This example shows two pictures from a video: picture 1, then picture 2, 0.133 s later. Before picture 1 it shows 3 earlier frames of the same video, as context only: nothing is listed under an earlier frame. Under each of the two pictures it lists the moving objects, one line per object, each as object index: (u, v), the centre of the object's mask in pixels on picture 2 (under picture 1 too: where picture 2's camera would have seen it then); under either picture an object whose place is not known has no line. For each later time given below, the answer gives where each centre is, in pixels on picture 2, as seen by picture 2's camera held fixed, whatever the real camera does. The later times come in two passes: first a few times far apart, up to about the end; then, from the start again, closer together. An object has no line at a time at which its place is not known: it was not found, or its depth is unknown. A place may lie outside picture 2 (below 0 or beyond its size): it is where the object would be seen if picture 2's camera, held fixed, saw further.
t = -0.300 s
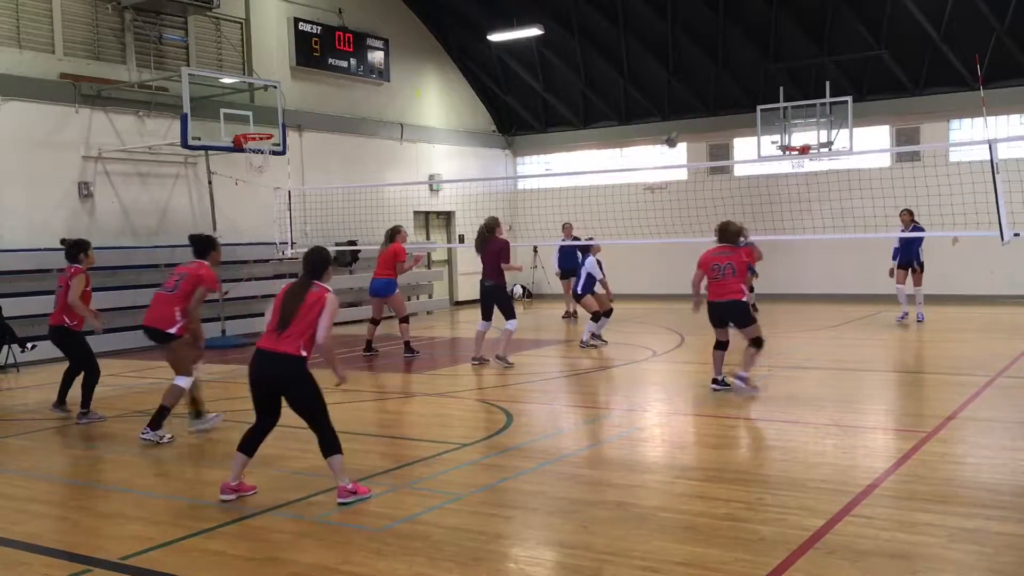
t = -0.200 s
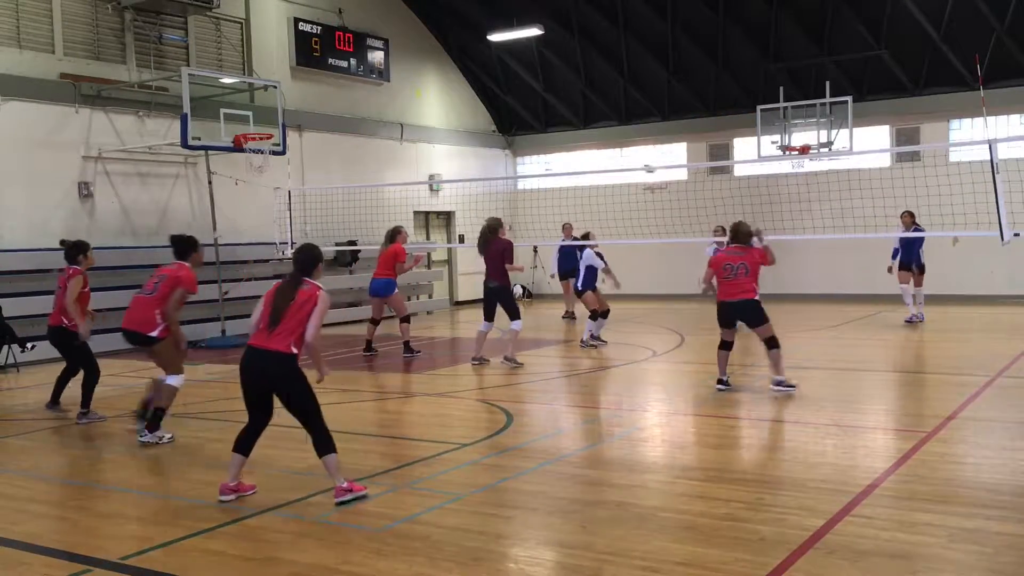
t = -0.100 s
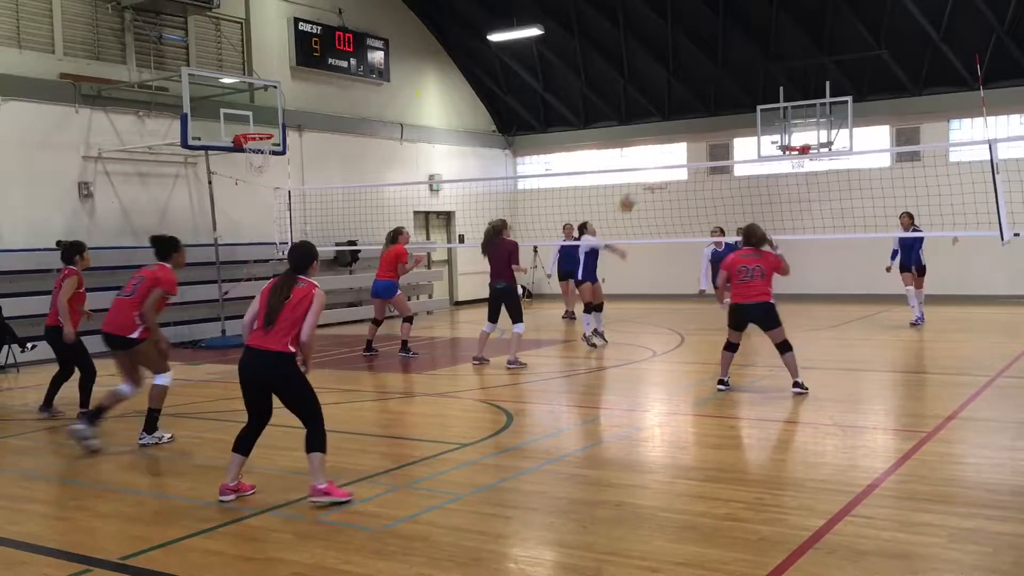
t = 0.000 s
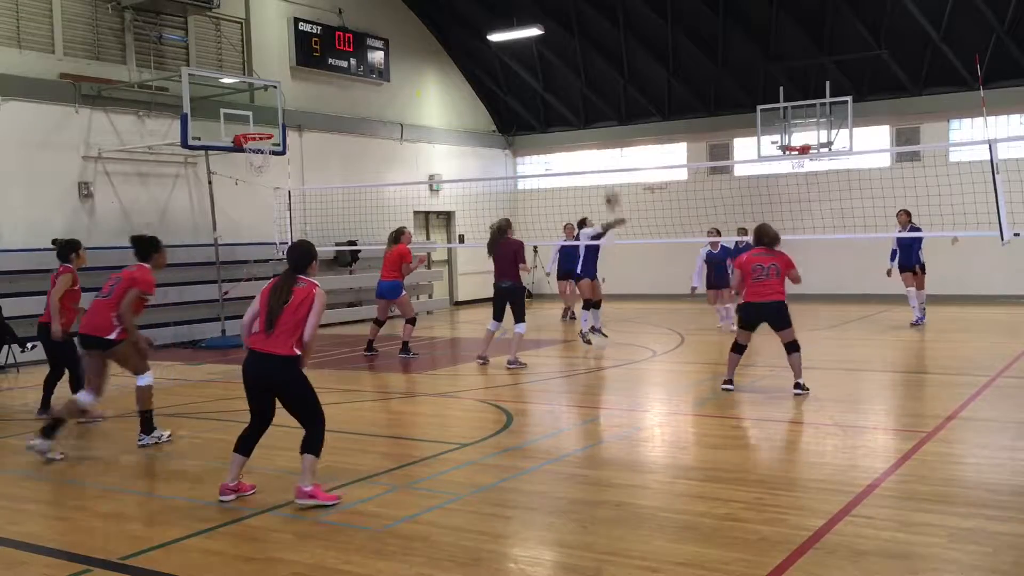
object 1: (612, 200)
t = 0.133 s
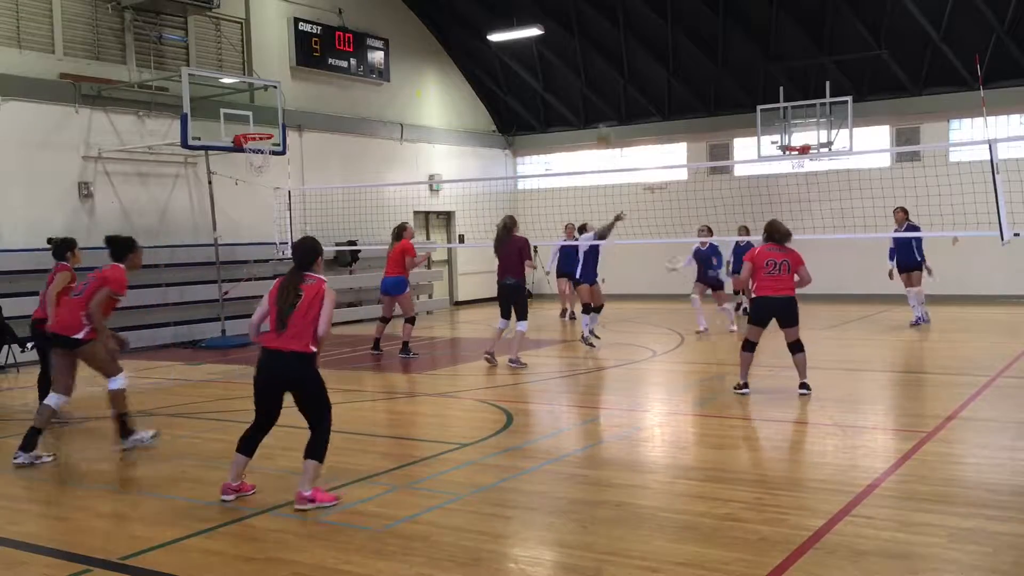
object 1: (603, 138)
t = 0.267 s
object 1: (598, 86)
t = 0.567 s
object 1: (585, 28)
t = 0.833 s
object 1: (576, 34)
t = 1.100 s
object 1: (570, 88)
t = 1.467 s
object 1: (565, 234)
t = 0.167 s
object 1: (603, 120)
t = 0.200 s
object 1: (601, 109)
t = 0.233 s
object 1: (599, 97)
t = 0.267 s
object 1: (598, 86)
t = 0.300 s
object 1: (596, 76)
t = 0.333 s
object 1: (595, 67)
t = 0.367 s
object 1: (593, 58)
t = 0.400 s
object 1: (592, 51)
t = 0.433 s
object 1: (591, 45)
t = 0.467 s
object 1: (589, 39)
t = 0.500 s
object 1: (588, 35)
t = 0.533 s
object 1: (587, 31)
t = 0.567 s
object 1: (585, 28)
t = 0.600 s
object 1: (584, 26)
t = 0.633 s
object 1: (583, 25)
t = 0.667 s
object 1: (582, 24)
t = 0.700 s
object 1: (580, 25)
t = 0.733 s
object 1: (579, 26)
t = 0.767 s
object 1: (578, 28)
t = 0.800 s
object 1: (577, 30)
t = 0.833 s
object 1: (576, 34)
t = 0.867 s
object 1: (575, 38)
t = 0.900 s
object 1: (574, 43)
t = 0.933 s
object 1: (573, 49)
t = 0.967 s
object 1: (573, 56)
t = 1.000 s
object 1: (572, 62)
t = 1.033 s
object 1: (571, 69)
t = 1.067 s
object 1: (571, 78)
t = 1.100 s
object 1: (570, 88)
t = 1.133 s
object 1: (570, 98)
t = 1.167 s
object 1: (569, 108)
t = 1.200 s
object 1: (569, 119)
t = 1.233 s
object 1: (568, 131)
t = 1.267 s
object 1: (566, 144)
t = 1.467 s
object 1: (565, 234)
